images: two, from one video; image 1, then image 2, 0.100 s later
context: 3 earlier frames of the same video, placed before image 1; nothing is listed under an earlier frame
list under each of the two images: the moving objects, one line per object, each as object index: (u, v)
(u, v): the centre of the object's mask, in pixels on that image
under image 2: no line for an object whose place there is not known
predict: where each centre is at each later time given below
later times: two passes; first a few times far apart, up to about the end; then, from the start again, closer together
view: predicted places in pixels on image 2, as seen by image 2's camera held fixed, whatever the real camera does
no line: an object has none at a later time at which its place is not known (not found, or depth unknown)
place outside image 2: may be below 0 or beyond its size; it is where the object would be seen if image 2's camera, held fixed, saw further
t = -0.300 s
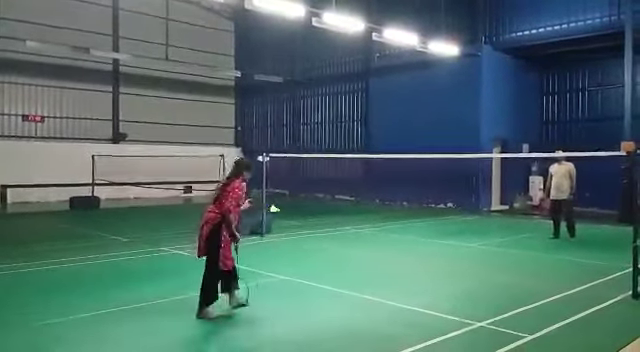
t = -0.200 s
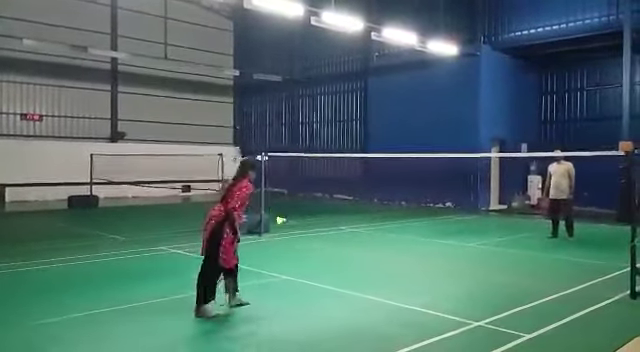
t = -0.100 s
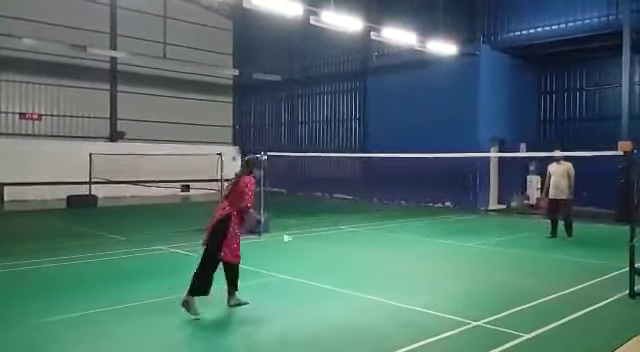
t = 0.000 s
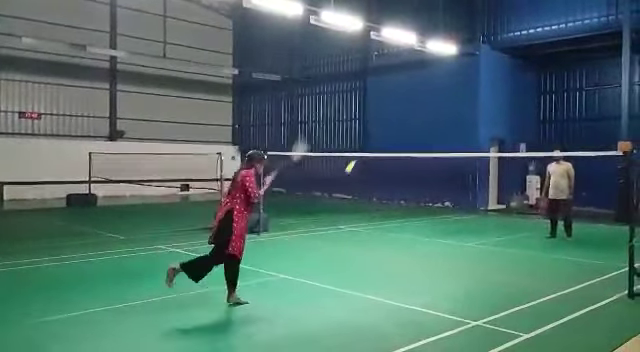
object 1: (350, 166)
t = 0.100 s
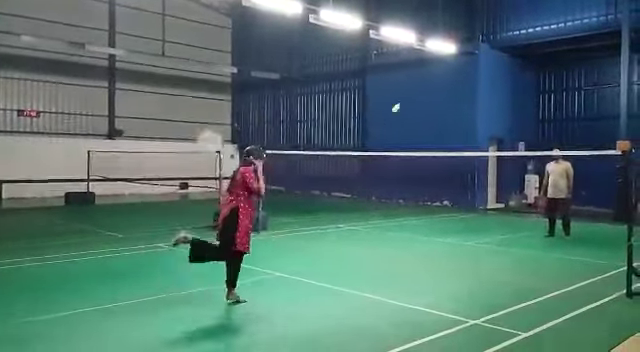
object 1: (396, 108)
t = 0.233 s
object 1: (430, 74)
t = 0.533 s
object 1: (471, 63)
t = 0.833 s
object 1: (493, 97)
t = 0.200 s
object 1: (423, 79)
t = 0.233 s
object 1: (430, 74)
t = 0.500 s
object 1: (467, 62)
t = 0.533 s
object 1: (471, 63)
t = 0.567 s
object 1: (474, 65)
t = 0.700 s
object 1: (484, 78)
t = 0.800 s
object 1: (491, 92)
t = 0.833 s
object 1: (493, 97)
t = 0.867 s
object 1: (495, 102)
